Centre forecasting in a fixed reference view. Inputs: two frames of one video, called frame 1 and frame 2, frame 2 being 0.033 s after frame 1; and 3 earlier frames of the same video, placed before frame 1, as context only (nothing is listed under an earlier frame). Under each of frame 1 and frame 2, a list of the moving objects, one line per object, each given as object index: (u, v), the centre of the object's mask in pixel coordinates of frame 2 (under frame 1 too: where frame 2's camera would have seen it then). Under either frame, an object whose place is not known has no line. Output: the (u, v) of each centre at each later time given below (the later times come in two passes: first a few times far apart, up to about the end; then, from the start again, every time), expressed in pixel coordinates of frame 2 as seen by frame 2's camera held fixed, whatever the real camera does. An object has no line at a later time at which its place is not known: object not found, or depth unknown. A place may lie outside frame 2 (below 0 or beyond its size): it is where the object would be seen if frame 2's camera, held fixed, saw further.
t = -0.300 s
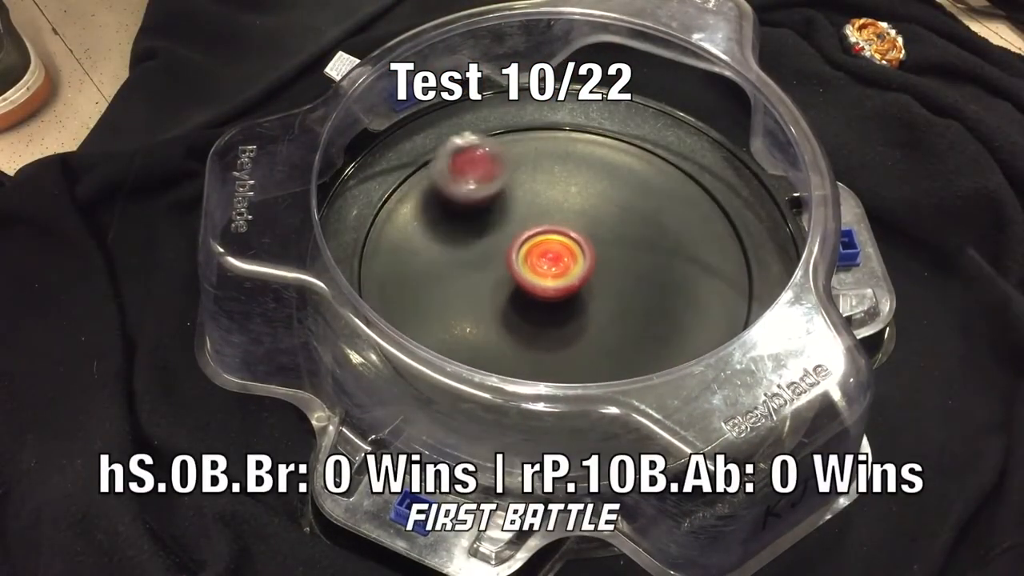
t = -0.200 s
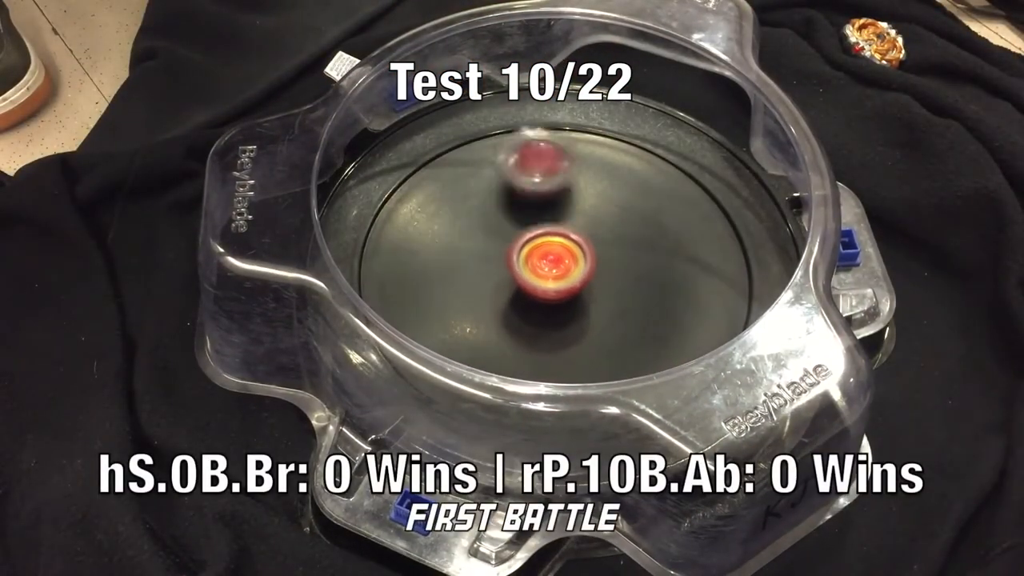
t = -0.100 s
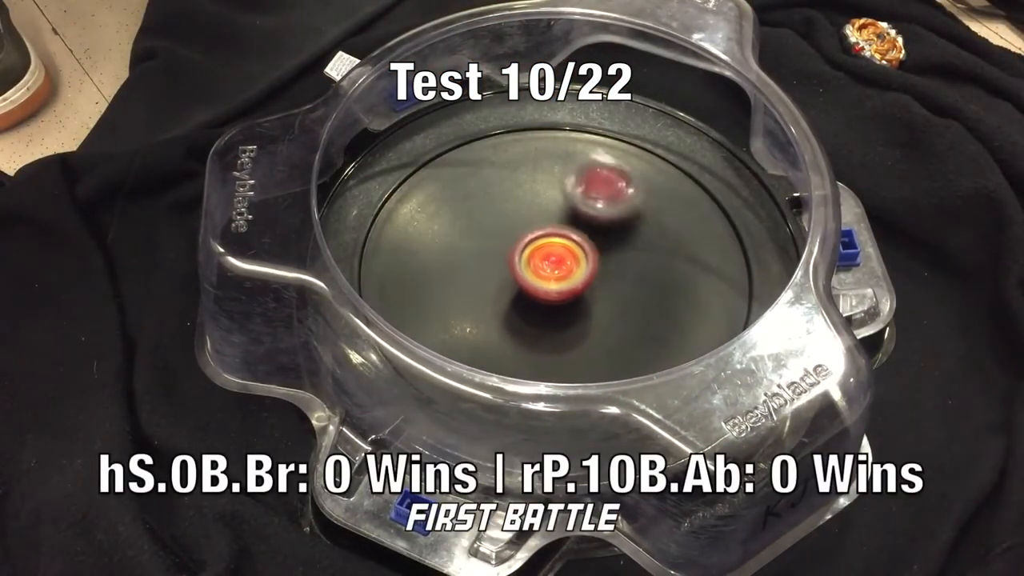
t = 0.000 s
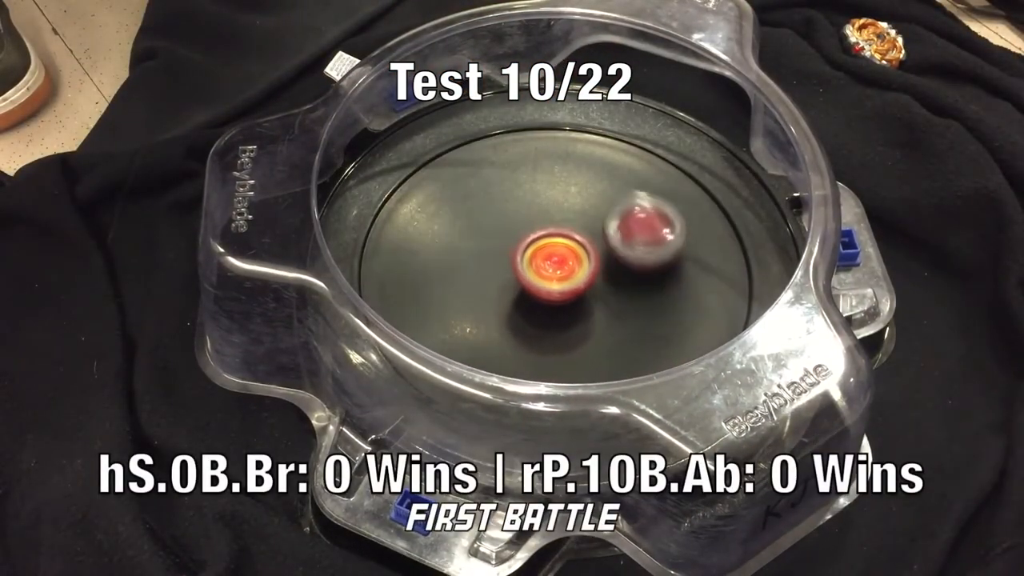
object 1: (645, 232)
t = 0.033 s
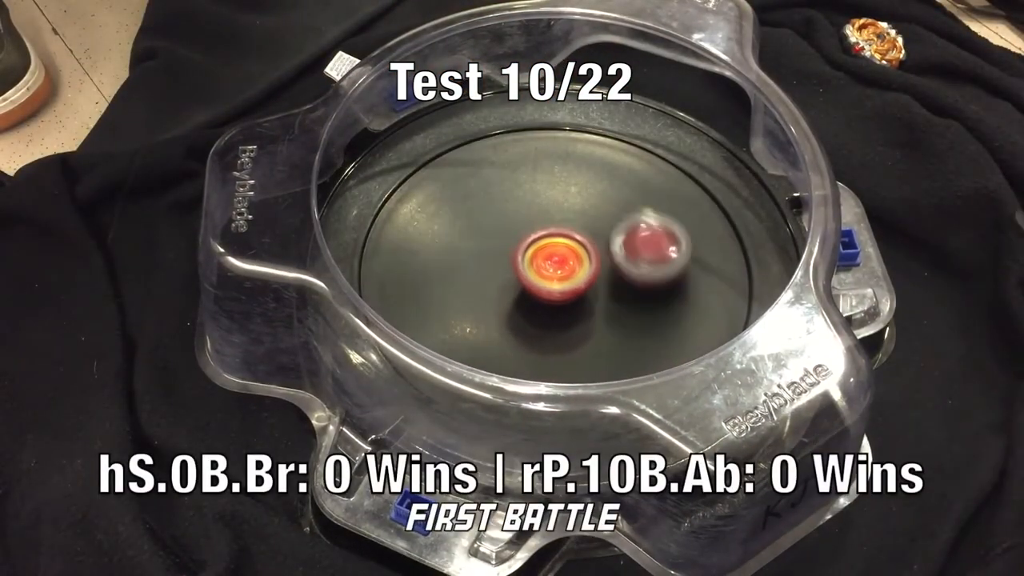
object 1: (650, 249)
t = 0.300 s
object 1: (554, 336)
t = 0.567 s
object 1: (470, 277)
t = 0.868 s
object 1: (505, 215)
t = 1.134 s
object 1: (470, 210)
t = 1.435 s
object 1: (551, 284)
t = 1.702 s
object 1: (530, 328)
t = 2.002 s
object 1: (527, 350)
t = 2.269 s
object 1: (591, 330)
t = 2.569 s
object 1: (627, 294)
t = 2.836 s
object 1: (642, 305)
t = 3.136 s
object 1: (545, 287)
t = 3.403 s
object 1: (652, 261)
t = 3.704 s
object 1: (659, 205)
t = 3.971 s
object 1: (638, 175)
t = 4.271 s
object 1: (614, 188)
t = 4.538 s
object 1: (568, 229)
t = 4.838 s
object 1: (548, 237)
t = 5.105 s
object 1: (525, 271)
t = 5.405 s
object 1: (507, 290)
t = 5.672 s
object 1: (560, 318)
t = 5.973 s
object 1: (588, 322)
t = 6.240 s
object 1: (614, 330)
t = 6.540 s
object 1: (555, 289)
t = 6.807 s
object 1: (571, 297)
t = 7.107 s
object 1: (562, 309)
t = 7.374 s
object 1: (529, 318)
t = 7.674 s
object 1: (538, 274)
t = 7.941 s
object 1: (514, 236)
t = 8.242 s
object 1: (530, 250)
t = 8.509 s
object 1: (576, 271)
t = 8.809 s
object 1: (584, 258)
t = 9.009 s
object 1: (580, 247)
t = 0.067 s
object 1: (651, 265)
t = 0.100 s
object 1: (647, 283)
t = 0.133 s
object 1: (638, 299)
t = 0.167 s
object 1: (625, 313)
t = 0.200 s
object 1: (609, 324)
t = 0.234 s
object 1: (592, 332)
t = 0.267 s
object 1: (574, 336)
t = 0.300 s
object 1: (554, 336)
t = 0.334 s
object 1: (537, 335)
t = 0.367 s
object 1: (521, 331)
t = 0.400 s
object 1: (506, 326)
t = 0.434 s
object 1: (493, 320)
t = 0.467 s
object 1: (482, 310)
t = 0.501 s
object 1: (475, 300)
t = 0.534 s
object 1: (471, 289)
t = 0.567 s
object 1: (470, 277)
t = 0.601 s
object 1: (461, 265)
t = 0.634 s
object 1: (453, 254)
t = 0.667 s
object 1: (450, 244)
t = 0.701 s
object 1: (450, 235)
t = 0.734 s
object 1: (457, 228)
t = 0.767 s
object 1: (468, 223)
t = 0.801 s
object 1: (484, 220)
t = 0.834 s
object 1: (501, 218)
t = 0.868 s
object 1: (505, 215)
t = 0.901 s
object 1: (486, 207)
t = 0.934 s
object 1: (471, 202)
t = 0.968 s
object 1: (462, 201)
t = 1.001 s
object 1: (454, 199)
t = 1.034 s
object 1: (453, 200)
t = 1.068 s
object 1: (455, 203)
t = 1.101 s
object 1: (461, 206)
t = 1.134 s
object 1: (470, 210)
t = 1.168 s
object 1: (481, 216)
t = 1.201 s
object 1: (491, 223)
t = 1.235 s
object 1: (503, 231)
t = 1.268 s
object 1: (515, 238)
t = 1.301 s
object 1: (525, 247)
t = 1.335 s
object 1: (535, 256)
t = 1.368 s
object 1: (542, 265)
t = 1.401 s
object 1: (548, 275)
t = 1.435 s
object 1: (551, 284)
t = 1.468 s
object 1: (552, 293)
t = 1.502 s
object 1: (551, 302)
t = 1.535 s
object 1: (550, 309)
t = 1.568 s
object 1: (547, 314)
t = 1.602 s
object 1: (544, 318)
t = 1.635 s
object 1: (540, 320)
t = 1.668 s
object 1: (536, 324)
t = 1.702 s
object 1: (530, 328)
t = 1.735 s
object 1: (524, 330)
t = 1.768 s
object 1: (517, 330)
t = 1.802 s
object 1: (510, 329)
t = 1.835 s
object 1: (504, 327)
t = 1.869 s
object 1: (507, 334)
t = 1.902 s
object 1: (513, 342)
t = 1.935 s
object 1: (519, 346)
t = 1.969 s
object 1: (523, 349)
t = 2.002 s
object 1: (527, 350)
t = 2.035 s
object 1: (530, 350)
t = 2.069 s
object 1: (533, 349)
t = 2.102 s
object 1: (537, 347)
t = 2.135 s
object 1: (539, 343)
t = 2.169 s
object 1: (543, 338)
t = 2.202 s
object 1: (548, 332)
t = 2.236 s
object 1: (571, 332)
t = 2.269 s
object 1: (591, 330)
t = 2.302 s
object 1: (609, 327)
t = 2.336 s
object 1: (624, 324)
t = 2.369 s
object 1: (635, 320)
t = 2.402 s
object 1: (643, 315)
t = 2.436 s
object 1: (646, 310)
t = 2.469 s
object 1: (645, 305)
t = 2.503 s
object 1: (642, 301)
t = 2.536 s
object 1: (635, 297)
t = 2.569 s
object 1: (627, 294)
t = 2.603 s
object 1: (626, 294)
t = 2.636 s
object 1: (638, 298)
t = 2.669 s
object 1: (646, 300)
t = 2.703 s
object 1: (651, 302)
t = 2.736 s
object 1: (652, 303)
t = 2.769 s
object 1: (651, 304)
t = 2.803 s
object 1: (648, 304)
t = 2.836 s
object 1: (642, 305)
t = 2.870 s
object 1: (634, 304)
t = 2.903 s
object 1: (625, 303)
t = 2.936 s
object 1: (614, 302)
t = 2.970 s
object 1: (602, 301)
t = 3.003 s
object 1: (589, 300)
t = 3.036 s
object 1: (576, 296)
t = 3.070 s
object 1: (565, 293)
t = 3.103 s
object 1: (554, 289)
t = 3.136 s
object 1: (545, 287)
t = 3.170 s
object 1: (539, 283)
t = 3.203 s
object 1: (536, 281)
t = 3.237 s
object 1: (563, 281)
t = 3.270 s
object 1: (590, 280)
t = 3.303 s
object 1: (611, 276)
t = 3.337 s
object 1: (628, 273)
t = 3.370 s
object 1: (642, 267)
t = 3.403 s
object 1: (652, 261)
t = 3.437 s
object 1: (659, 255)
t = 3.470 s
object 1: (666, 247)
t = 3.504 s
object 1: (669, 240)
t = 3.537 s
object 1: (671, 233)
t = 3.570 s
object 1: (671, 226)
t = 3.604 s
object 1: (670, 219)
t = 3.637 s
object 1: (667, 213)
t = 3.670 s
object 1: (663, 209)
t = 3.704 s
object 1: (659, 205)
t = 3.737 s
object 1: (656, 202)
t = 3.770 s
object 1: (660, 196)
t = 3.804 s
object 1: (660, 189)
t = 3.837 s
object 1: (657, 184)
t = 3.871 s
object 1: (653, 180)
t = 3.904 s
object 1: (649, 178)
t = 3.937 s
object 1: (643, 176)
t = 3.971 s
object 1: (638, 175)
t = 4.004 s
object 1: (631, 175)
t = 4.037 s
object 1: (623, 176)
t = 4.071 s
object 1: (615, 177)
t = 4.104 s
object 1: (612, 178)
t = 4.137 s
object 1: (615, 177)
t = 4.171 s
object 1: (617, 178)
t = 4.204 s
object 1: (618, 179)
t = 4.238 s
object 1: (617, 184)
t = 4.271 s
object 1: (614, 188)
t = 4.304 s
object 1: (610, 193)
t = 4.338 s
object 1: (605, 200)
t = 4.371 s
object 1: (598, 208)
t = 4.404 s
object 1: (591, 214)
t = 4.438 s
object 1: (584, 223)
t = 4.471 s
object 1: (576, 231)
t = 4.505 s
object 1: (570, 236)
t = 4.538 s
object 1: (568, 229)
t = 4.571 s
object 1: (565, 223)
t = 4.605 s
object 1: (562, 219)
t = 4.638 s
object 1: (559, 218)
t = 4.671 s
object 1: (556, 217)
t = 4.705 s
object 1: (553, 219)
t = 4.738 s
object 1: (552, 223)
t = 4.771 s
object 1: (550, 227)
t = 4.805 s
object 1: (549, 232)
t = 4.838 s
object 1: (548, 237)
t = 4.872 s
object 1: (548, 242)
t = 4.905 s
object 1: (547, 247)
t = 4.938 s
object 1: (546, 252)
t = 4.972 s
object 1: (544, 256)
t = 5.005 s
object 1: (541, 261)
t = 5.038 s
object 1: (537, 265)
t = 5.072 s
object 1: (531, 268)
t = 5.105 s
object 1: (525, 271)
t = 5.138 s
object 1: (519, 274)
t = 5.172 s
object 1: (514, 275)
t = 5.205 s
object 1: (510, 275)
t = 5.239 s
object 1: (508, 275)
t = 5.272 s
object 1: (507, 274)
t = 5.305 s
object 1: (506, 276)
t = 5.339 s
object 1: (505, 282)
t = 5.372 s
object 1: (506, 286)
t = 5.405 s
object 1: (507, 290)
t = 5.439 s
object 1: (510, 293)
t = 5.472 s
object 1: (513, 294)
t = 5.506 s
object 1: (516, 294)
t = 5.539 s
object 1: (522, 296)
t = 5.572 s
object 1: (533, 304)
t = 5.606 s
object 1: (544, 310)
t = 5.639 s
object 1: (553, 315)
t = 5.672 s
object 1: (560, 318)
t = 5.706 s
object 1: (565, 319)
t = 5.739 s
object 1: (569, 319)
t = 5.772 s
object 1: (571, 317)
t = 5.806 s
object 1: (572, 313)
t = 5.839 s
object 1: (572, 312)
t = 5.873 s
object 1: (577, 312)
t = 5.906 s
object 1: (579, 312)
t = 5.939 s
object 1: (580, 312)
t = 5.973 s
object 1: (588, 322)
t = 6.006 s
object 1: (597, 330)
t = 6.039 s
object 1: (606, 335)
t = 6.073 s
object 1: (613, 337)
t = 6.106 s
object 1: (617, 338)
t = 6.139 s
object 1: (620, 337)
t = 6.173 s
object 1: (620, 336)
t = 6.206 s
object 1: (618, 333)
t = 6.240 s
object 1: (614, 330)
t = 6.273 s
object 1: (610, 326)
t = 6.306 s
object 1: (604, 322)
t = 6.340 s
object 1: (596, 318)
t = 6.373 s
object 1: (588, 312)
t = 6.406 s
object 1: (579, 307)
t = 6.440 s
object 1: (571, 302)
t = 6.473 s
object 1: (564, 296)
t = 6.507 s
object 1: (558, 291)
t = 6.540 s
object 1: (555, 289)
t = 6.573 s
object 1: (559, 293)
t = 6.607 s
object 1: (563, 297)
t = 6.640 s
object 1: (566, 299)
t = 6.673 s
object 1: (569, 299)
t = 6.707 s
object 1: (570, 298)
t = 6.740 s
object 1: (570, 296)
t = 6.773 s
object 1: (570, 295)
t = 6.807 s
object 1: (571, 297)
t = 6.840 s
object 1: (570, 298)
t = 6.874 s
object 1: (569, 297)
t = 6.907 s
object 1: (567, 296)
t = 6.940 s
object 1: (564, 293)
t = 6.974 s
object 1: (565, 298)
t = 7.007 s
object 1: (565, 303)
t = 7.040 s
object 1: (565, 307)
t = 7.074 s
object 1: (564, 309)
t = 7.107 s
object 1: (562, 309)
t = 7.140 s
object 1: (559, 307)
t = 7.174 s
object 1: (557, 304)
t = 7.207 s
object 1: (555, 300)
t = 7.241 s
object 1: (553, 295)
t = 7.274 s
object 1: (549, 297)
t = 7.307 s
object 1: (540, 306)
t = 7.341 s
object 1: (533, 313)
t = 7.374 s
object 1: (529, 318)
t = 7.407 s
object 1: (528, 321)
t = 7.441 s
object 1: (527, 321)
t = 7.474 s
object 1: (528, 319)
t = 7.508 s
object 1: (529, 315)
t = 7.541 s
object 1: (529, 309)
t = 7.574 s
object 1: (531, 302)
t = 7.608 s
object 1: (533, 294)
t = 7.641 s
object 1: (536, 284)
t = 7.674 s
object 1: (538, 274)
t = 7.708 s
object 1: (533, 265)
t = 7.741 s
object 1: (524, 260)
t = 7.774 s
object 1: (518, 254)
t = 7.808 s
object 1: (514, 249)
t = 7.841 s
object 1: (513, 244)
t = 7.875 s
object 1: (513, 239)
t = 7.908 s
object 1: (514, 236)
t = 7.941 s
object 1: (514, 236)
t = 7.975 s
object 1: (515, 236)
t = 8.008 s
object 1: (515, 236)
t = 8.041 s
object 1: (516, 237)
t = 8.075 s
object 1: (517, 239)
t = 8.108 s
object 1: (519, 240)
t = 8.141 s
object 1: (520, 241)
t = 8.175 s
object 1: (522, 243)
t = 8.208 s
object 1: (526, 246)
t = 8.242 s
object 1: (530, 250)
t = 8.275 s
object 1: (535, 254)
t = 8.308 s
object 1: (541, 257)
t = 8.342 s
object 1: (547, 261)
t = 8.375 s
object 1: (553, 265)
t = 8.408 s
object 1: (560, 268)
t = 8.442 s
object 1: (566, 270)
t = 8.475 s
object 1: (571, 271)
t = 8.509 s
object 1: (576, 271)
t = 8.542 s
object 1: (580, 270)
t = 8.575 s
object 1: (581, 268)
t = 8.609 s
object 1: (582, 267)
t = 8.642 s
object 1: (581, 266)
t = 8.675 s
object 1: (580, 266)
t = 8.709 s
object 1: (579, 266)
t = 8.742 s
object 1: (578, 266)
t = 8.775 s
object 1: (581, 262)
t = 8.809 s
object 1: (584, 258)
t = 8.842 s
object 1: (585, 254)
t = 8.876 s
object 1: (584, 252)
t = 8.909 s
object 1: (583, 250)
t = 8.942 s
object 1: (582, 248)
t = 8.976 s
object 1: (581, 247)
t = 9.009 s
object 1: (580, 247)
